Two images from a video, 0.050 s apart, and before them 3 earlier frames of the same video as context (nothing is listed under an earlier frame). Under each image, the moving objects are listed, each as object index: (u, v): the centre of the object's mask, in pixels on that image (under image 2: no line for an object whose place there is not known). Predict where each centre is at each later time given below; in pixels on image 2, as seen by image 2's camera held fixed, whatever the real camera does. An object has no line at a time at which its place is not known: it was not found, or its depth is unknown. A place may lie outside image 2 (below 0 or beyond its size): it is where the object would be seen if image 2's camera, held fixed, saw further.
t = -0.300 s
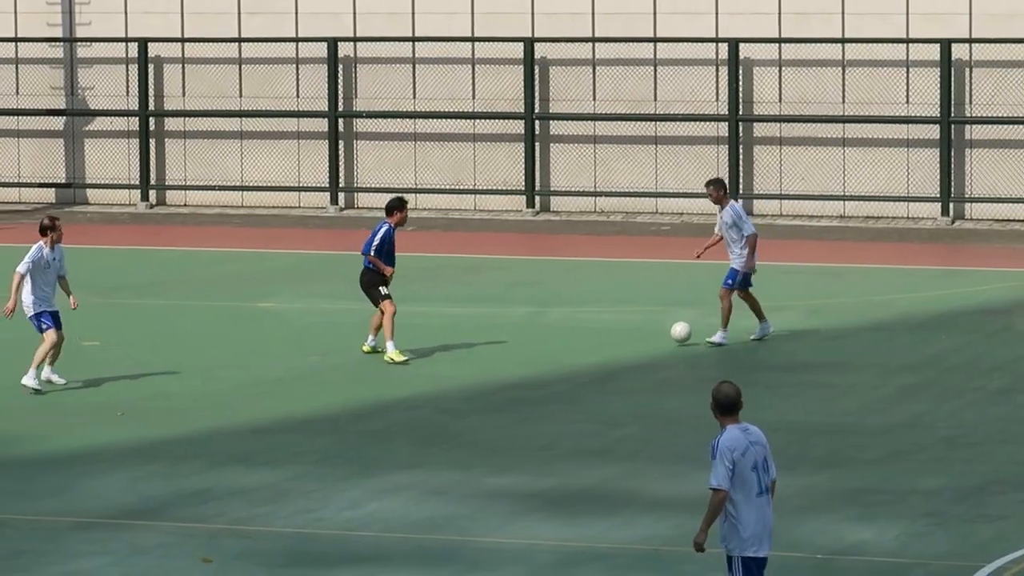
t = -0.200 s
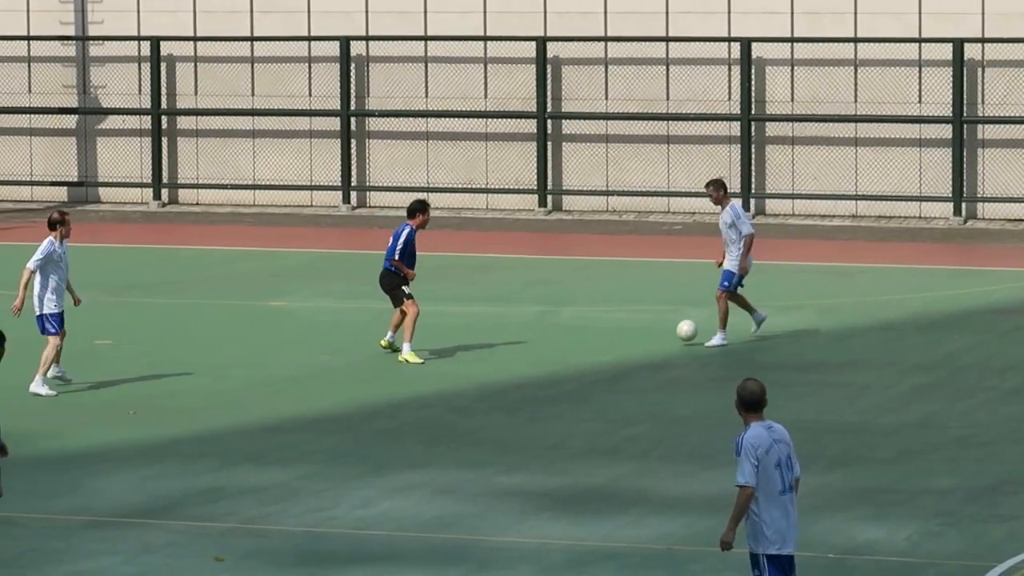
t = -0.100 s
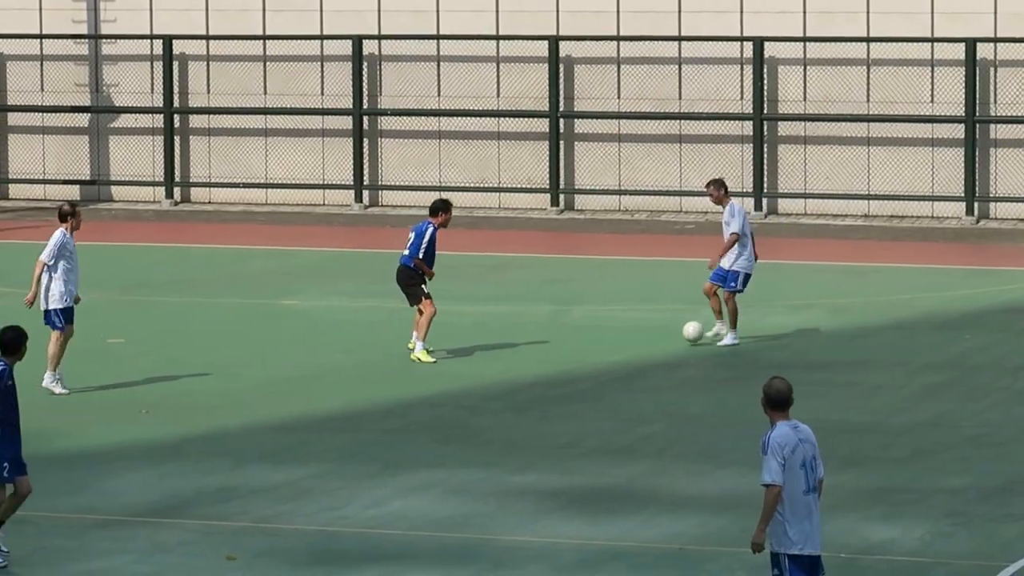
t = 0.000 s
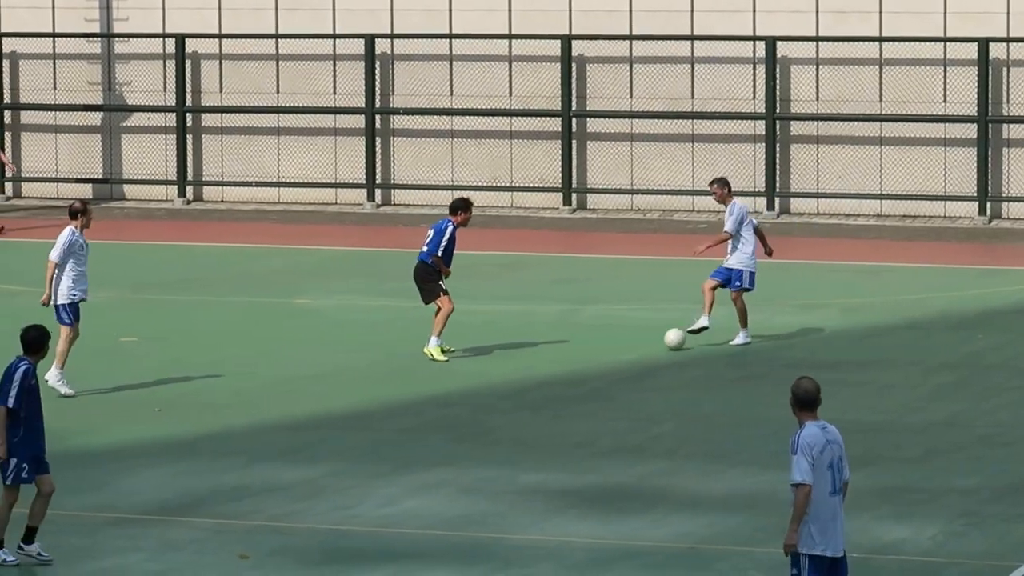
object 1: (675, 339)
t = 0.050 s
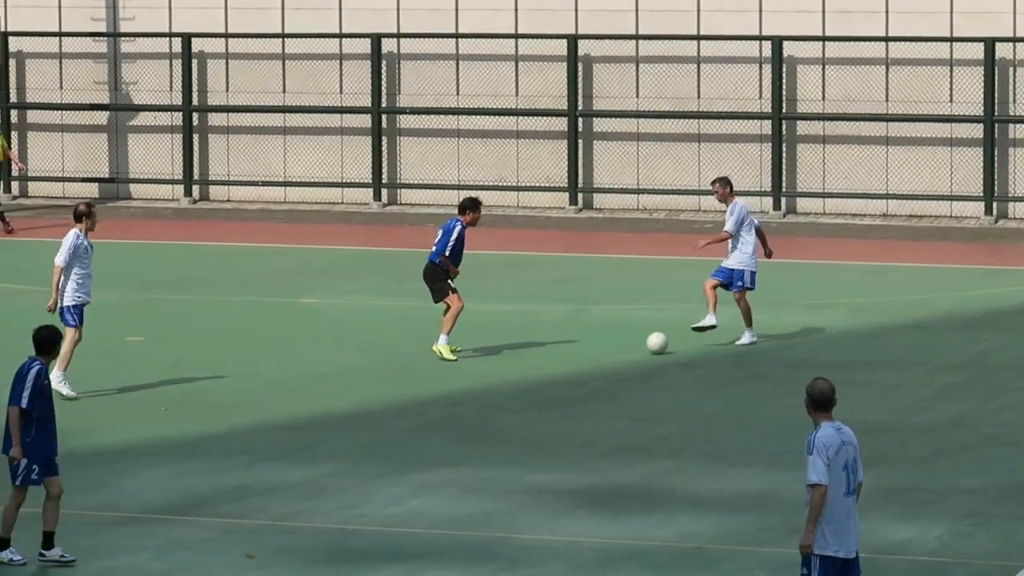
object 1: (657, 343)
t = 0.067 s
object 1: (649, 344)
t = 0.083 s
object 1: (642, 345)
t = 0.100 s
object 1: (634, 347)
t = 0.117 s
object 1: (626, 348)
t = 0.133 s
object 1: (619, 349)
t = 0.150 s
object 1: (612, 350)
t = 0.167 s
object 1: (604, 352)
